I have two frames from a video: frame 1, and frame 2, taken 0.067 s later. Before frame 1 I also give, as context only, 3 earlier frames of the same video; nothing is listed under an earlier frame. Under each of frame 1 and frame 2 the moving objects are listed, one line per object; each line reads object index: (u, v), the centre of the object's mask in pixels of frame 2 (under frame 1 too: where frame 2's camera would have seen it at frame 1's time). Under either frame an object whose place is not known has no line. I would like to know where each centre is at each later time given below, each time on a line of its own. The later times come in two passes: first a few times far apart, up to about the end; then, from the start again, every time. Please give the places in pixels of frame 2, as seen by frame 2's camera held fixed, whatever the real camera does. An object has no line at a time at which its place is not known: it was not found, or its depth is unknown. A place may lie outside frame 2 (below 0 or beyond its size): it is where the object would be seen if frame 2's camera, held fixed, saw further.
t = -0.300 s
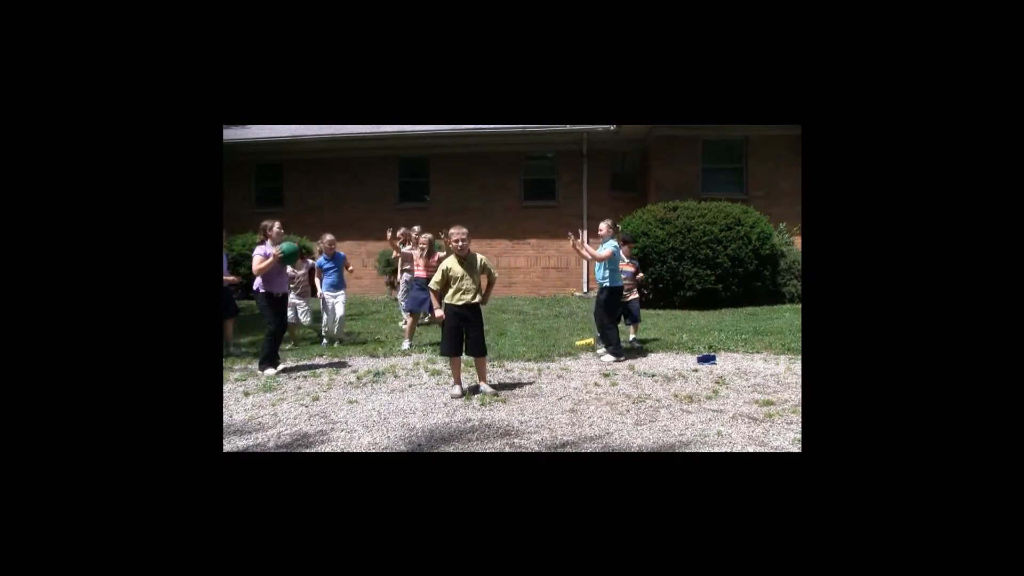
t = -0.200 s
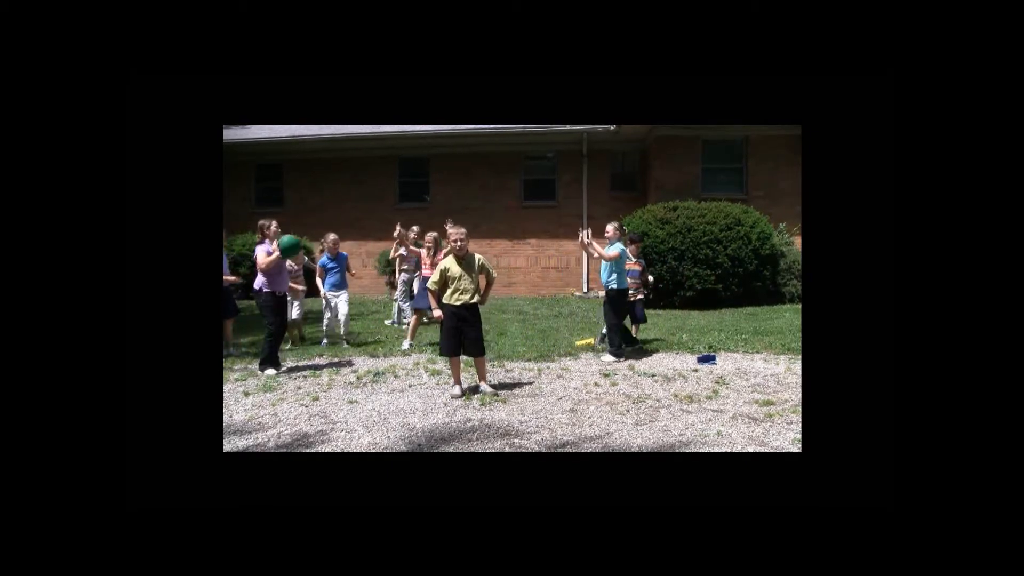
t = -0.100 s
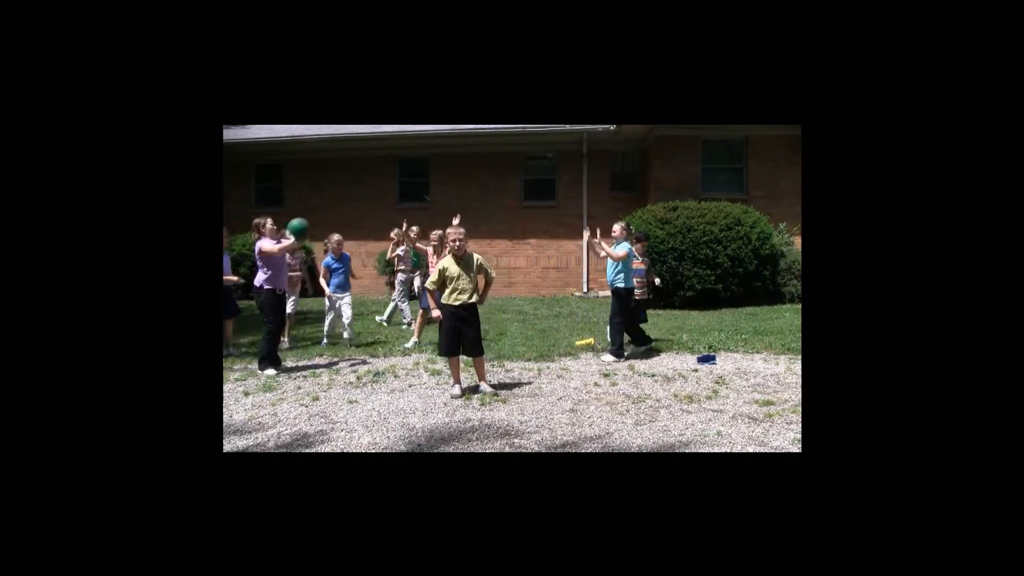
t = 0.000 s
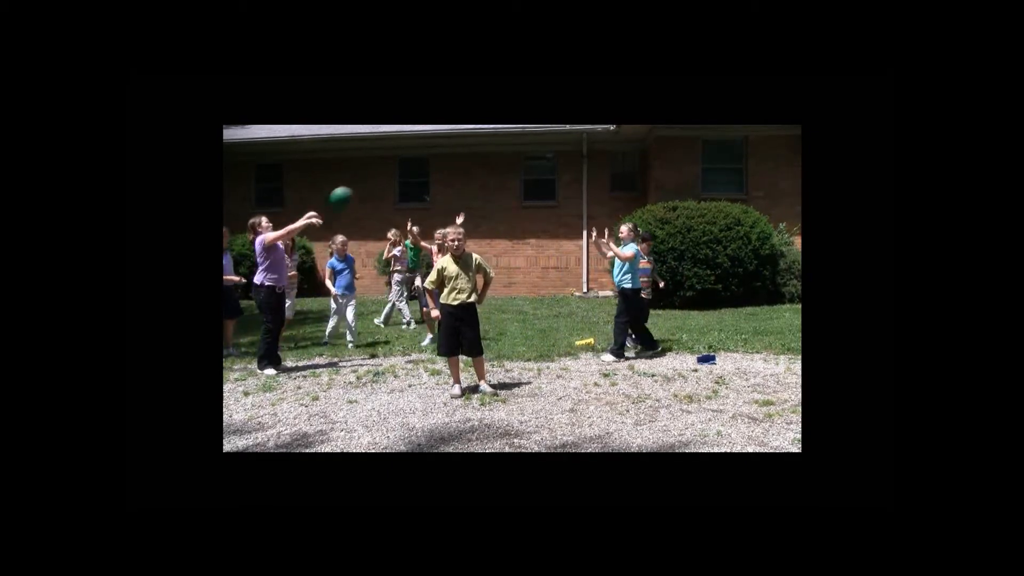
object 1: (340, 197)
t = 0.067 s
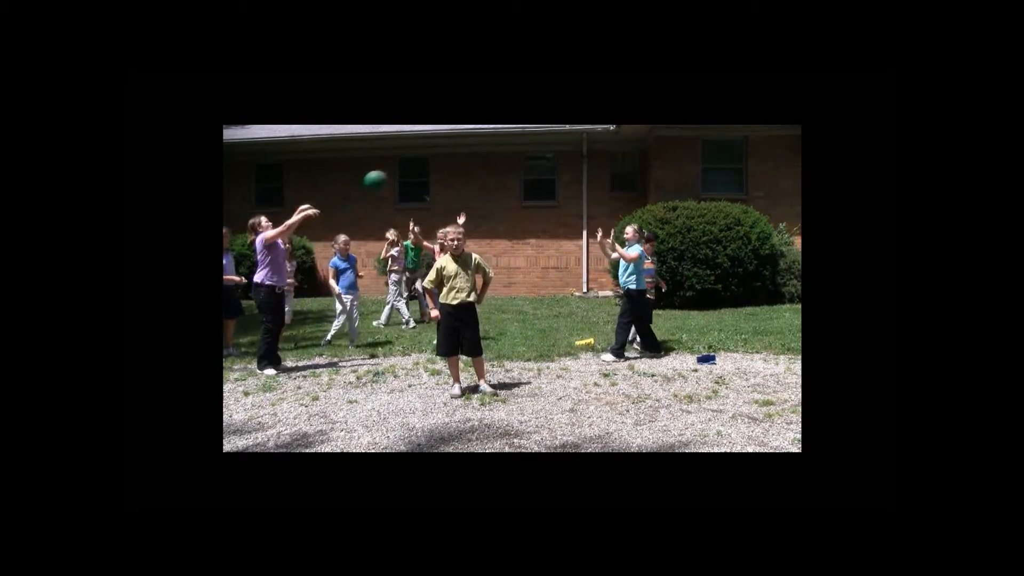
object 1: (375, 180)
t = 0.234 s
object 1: (462, 159)
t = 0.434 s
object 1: (564, 174)
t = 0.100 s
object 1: (393, 174)
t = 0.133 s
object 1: (410, 170)
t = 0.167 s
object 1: (427, 164)
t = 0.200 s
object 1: (444, 161)
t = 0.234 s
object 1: (462, 159)
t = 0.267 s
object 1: (479, 159)
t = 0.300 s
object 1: (496, 160)
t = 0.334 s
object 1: (513, 161)
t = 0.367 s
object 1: (531, 167)
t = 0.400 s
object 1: (547, 171)
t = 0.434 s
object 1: (564, 174)
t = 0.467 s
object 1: (581, 181)
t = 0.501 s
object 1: (597, 189)
